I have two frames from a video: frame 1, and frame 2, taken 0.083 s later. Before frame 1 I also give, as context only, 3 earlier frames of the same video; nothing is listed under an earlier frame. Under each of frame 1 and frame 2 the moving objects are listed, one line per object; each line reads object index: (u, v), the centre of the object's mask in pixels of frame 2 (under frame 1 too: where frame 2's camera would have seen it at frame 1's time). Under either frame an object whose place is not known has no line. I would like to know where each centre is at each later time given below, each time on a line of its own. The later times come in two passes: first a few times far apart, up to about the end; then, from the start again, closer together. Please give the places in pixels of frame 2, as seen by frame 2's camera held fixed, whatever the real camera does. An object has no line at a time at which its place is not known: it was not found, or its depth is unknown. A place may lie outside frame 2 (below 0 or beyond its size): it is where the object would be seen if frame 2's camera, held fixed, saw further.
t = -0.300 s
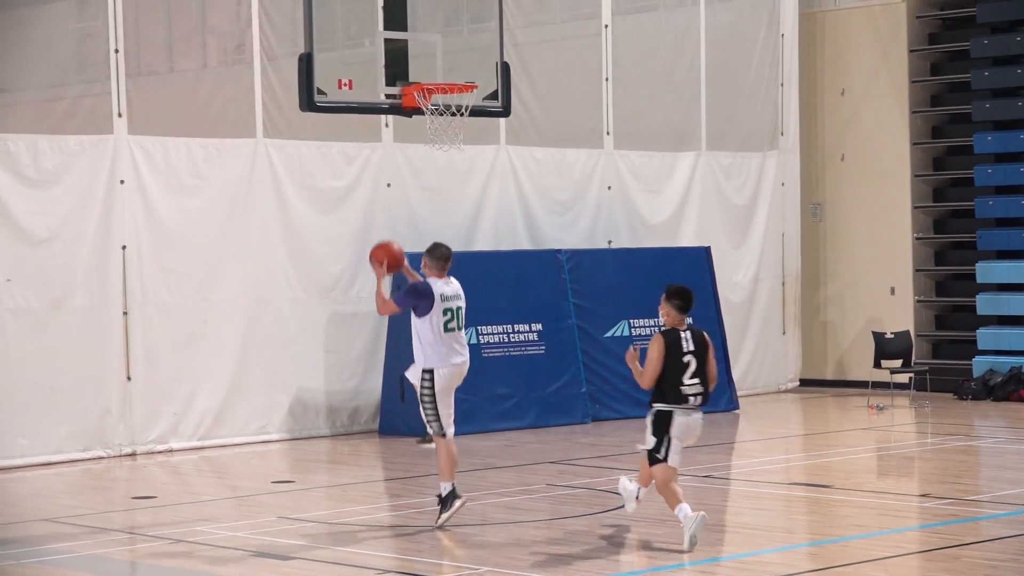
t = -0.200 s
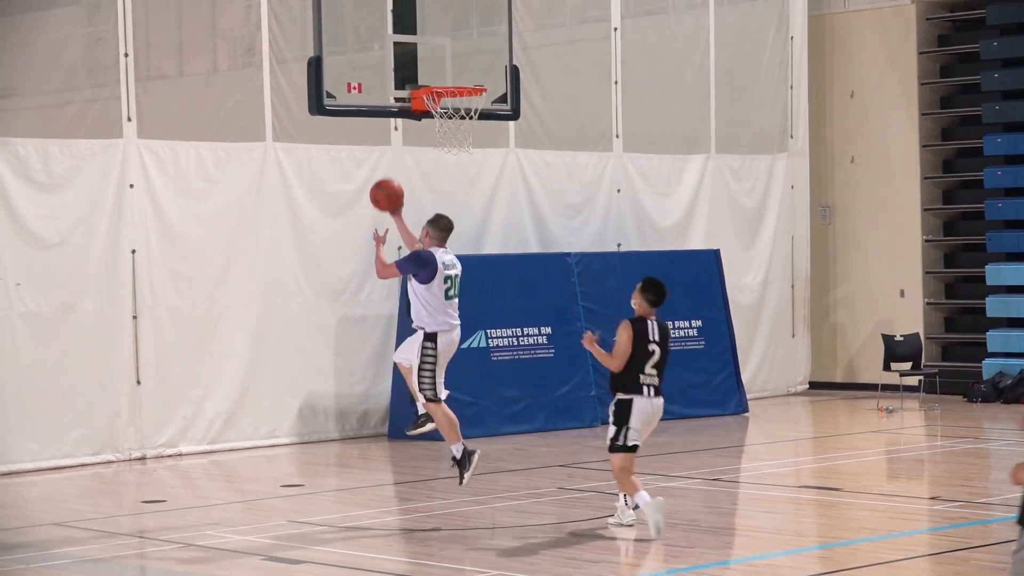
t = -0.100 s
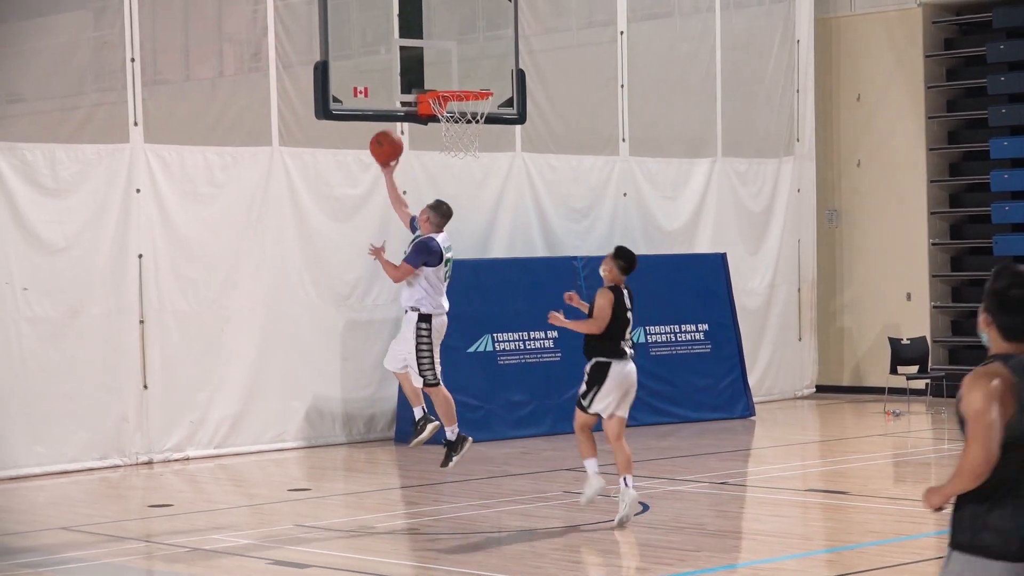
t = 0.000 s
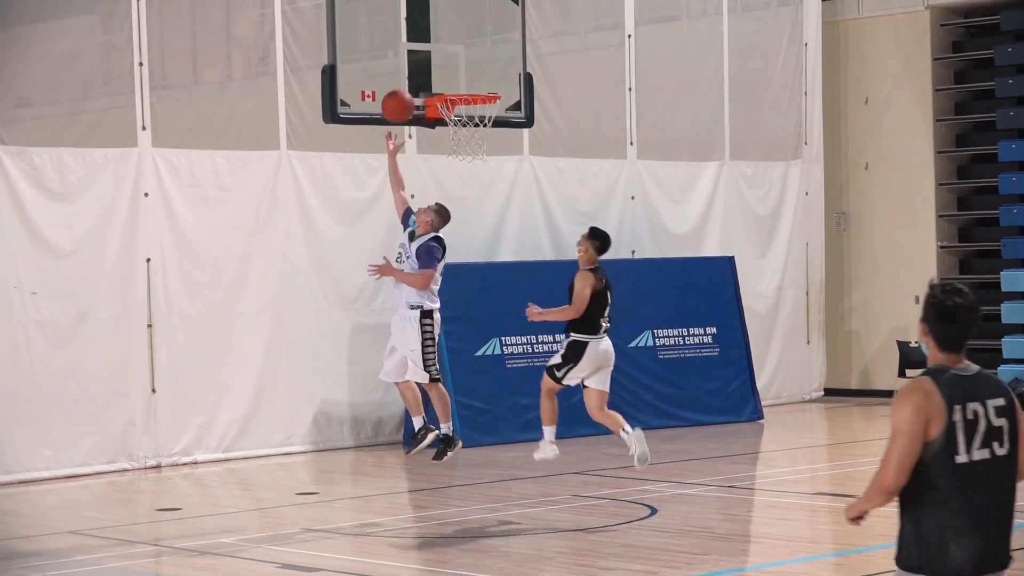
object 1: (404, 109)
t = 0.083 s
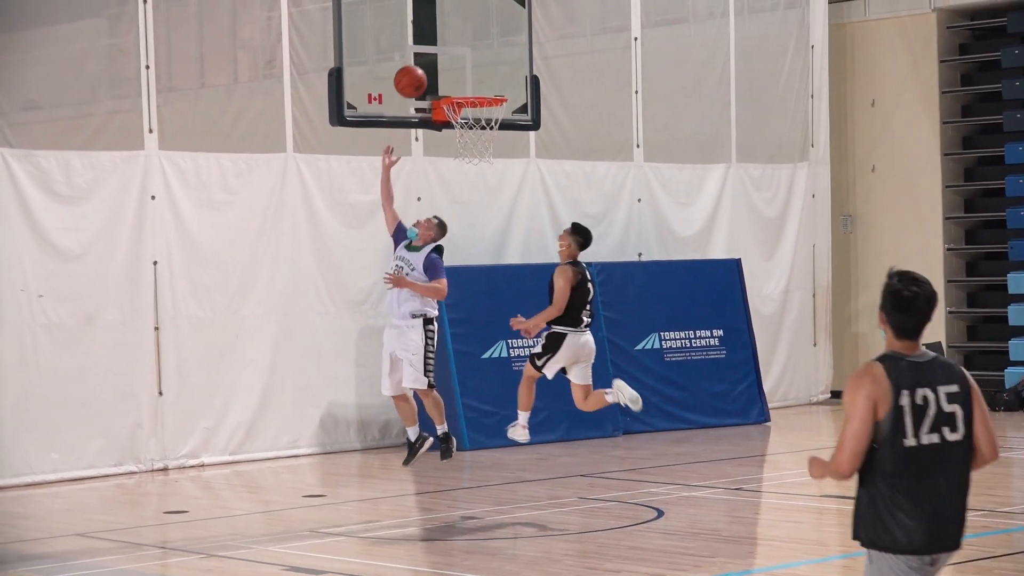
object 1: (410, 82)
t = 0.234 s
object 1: (429, 56)
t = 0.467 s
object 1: (475, 70)
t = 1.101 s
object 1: (467, 226)
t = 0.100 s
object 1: (412, 77)
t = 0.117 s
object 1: (413, 73)
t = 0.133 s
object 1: (414, 70)
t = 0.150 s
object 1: (415, 67)
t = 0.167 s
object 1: (417, 64)
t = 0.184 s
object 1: (419, 62)
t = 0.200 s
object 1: (422, 60)
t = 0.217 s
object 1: (425, 57)
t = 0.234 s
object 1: (429, 56)
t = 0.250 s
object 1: (431, 54)
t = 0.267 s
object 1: (435, 53)
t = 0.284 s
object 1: (438, 53)
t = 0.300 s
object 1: (442, 52)
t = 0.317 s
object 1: (445, 52)
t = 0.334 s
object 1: (448, 53)
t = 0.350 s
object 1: (452, 54)
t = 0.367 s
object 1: (455, 55)
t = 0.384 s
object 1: (459, 57)
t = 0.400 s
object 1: (462, 59)
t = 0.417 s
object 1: (465, 61)
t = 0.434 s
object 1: (469, 64)
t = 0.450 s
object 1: (472, 67)
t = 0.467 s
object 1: (475, 70)
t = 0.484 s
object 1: (479, 74)
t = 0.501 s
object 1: (482, 78)
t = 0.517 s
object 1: (486, 82)
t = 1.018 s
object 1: (464, 189)
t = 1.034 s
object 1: (465, 195)
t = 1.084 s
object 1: (466, 218)
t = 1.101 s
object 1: (467, 226)
